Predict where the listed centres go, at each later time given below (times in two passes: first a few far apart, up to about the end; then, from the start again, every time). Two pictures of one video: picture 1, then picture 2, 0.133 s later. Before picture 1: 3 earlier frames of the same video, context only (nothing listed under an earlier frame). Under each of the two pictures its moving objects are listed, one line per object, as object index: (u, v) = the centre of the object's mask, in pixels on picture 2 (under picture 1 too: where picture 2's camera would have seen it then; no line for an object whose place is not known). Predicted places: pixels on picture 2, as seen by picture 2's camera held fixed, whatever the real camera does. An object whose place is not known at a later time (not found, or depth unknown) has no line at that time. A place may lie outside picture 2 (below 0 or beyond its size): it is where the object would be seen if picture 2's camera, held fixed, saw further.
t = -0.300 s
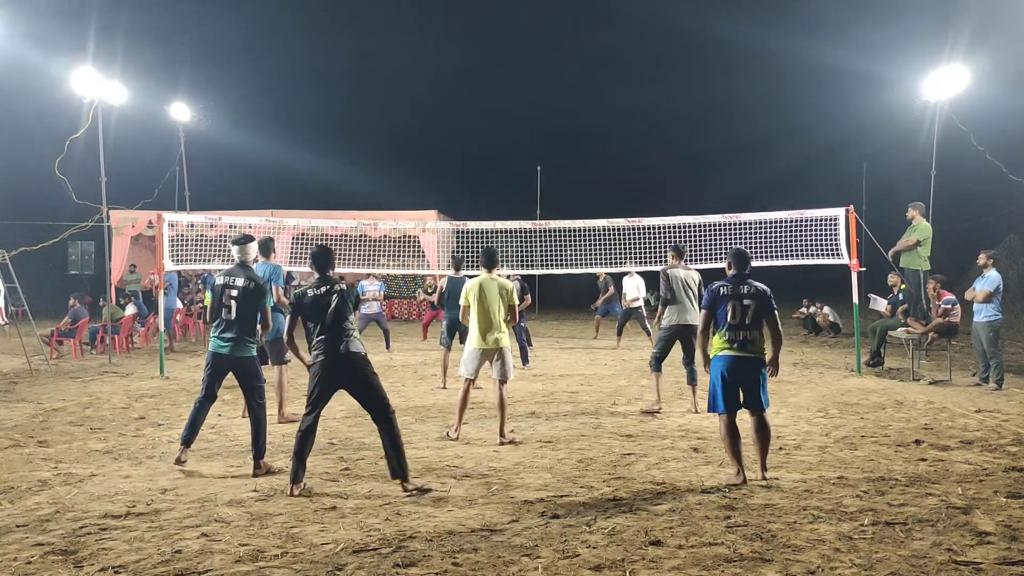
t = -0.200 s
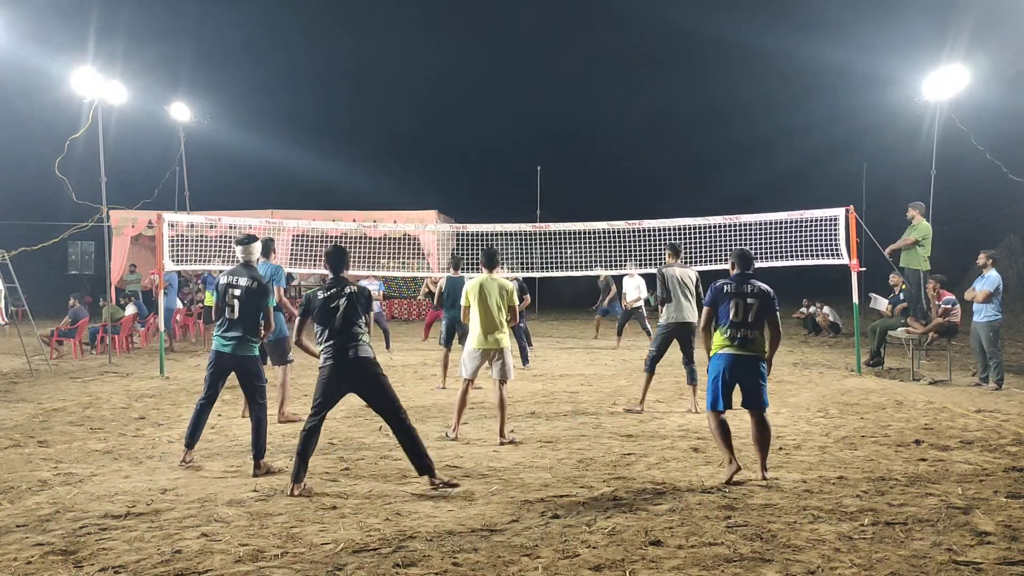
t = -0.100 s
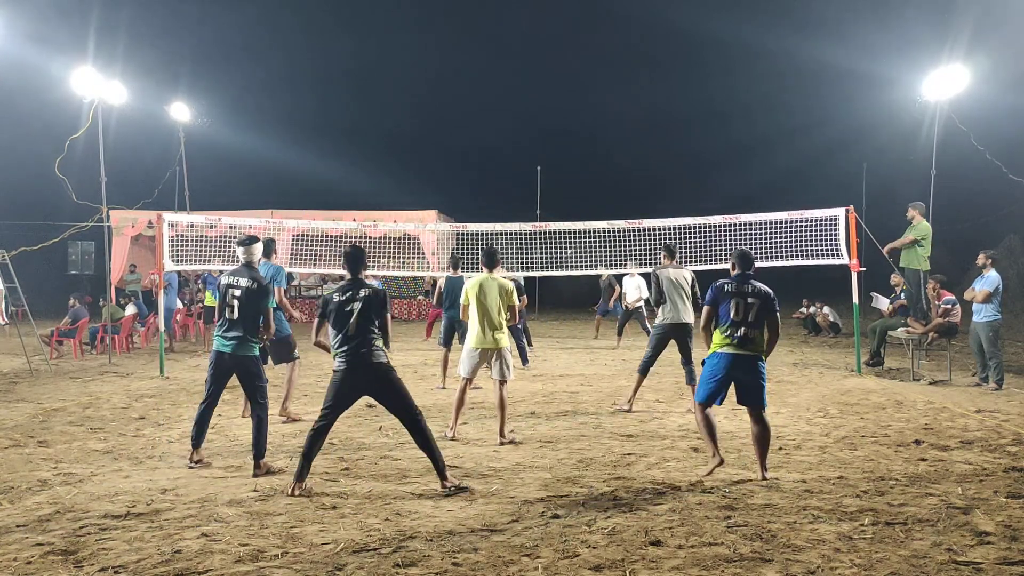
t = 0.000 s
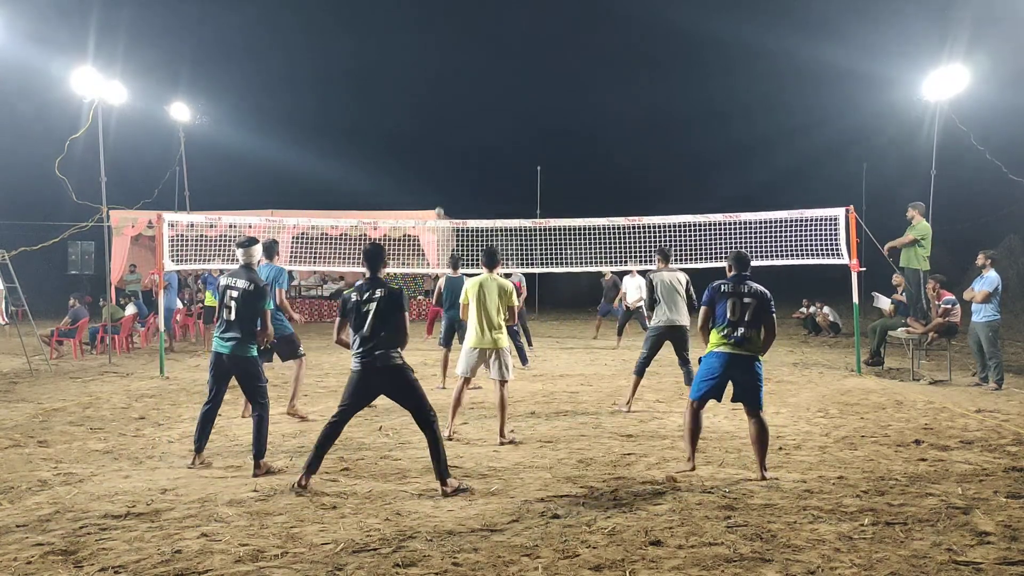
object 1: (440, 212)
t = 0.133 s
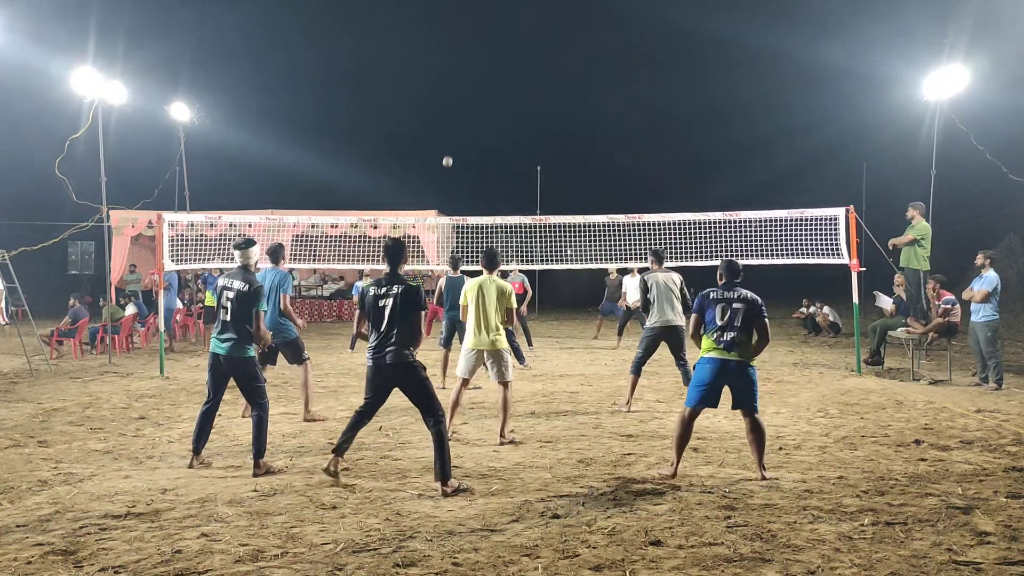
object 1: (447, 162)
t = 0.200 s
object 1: (452, 138)
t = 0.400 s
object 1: (468, 77)
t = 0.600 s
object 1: (485, 31)
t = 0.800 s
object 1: (507, 7)
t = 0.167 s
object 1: (450, 150)
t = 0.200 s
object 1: (452, 138)
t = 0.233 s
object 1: (454, 127)
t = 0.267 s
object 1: (457, 117)
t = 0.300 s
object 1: (459, 106)
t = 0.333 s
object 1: (462, 96)
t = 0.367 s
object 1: (465, 86)
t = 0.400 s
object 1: (468, 77)
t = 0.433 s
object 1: (470, 68)
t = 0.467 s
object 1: (473, 60)
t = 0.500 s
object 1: (476, 52)
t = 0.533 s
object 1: (479, 44)
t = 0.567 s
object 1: (482, 37)
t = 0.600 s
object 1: (485, 31)
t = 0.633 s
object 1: (489, 25)
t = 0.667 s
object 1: (492, 20)
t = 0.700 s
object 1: (495, 16)
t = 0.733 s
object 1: (499, 12)
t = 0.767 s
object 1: (503, 9)
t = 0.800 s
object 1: (507, 7)
